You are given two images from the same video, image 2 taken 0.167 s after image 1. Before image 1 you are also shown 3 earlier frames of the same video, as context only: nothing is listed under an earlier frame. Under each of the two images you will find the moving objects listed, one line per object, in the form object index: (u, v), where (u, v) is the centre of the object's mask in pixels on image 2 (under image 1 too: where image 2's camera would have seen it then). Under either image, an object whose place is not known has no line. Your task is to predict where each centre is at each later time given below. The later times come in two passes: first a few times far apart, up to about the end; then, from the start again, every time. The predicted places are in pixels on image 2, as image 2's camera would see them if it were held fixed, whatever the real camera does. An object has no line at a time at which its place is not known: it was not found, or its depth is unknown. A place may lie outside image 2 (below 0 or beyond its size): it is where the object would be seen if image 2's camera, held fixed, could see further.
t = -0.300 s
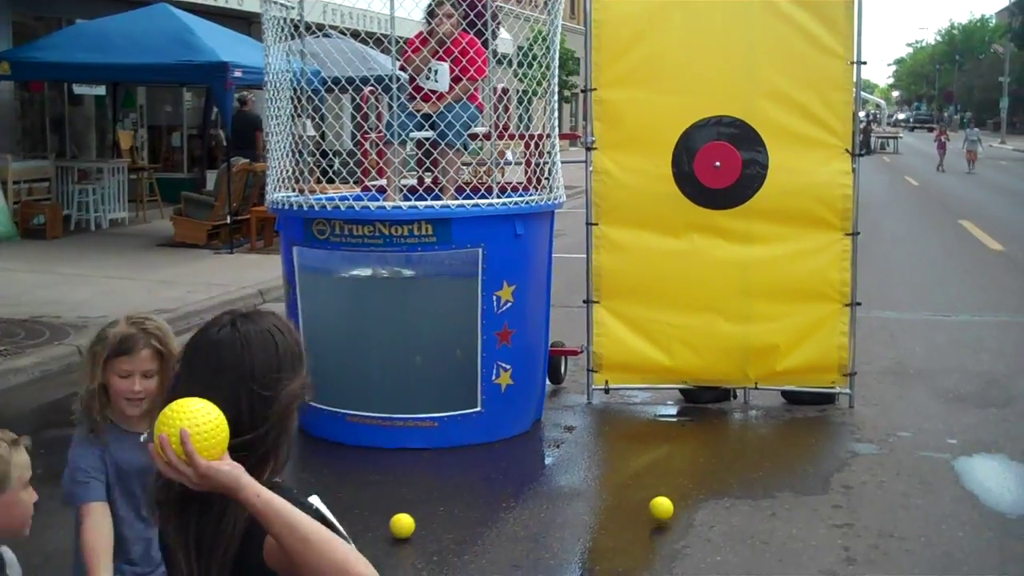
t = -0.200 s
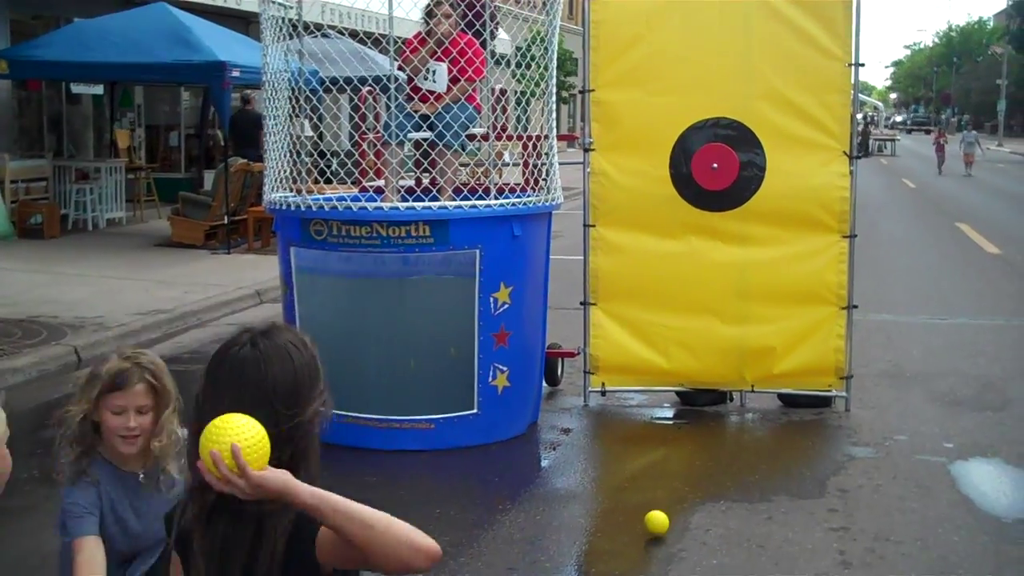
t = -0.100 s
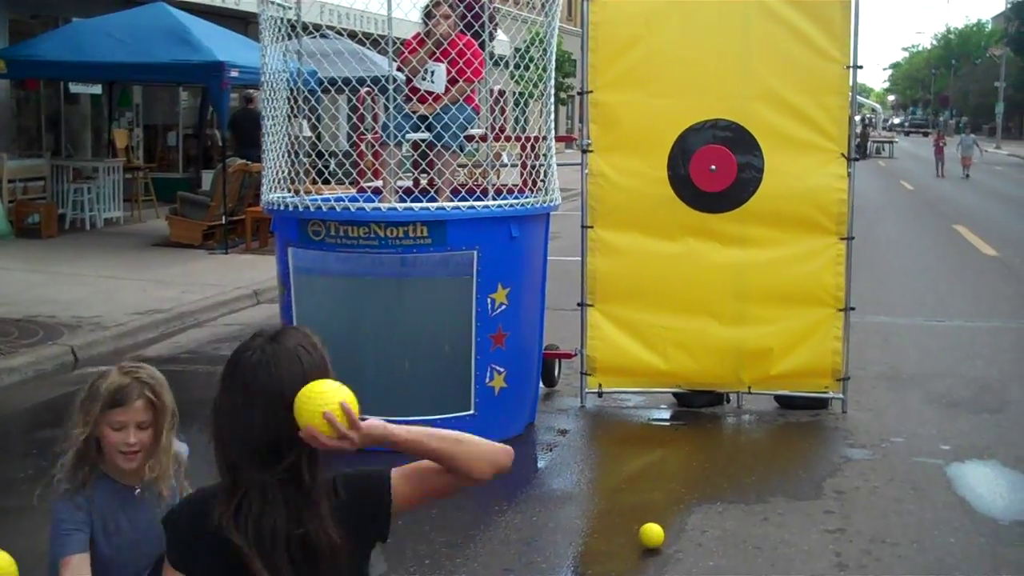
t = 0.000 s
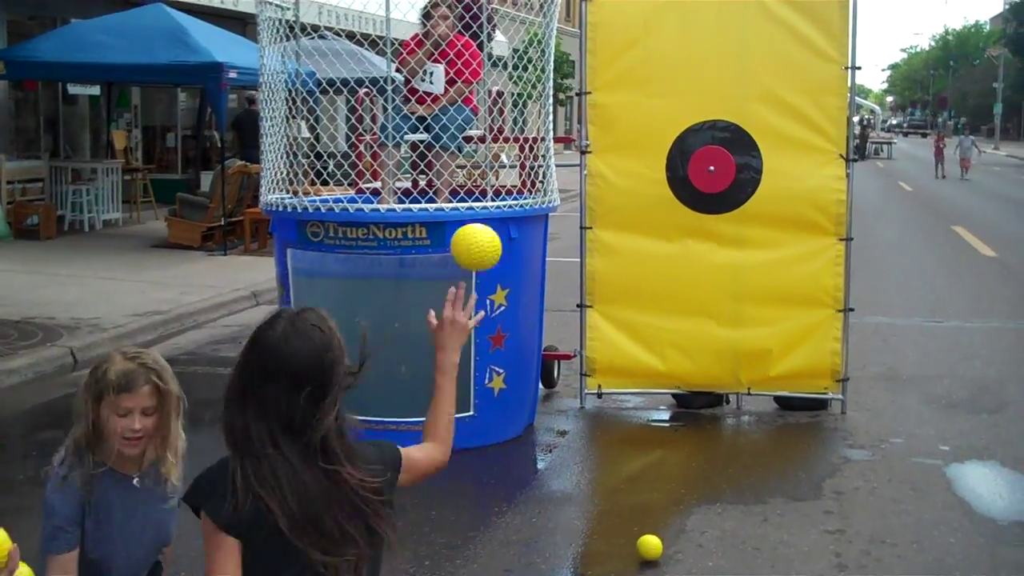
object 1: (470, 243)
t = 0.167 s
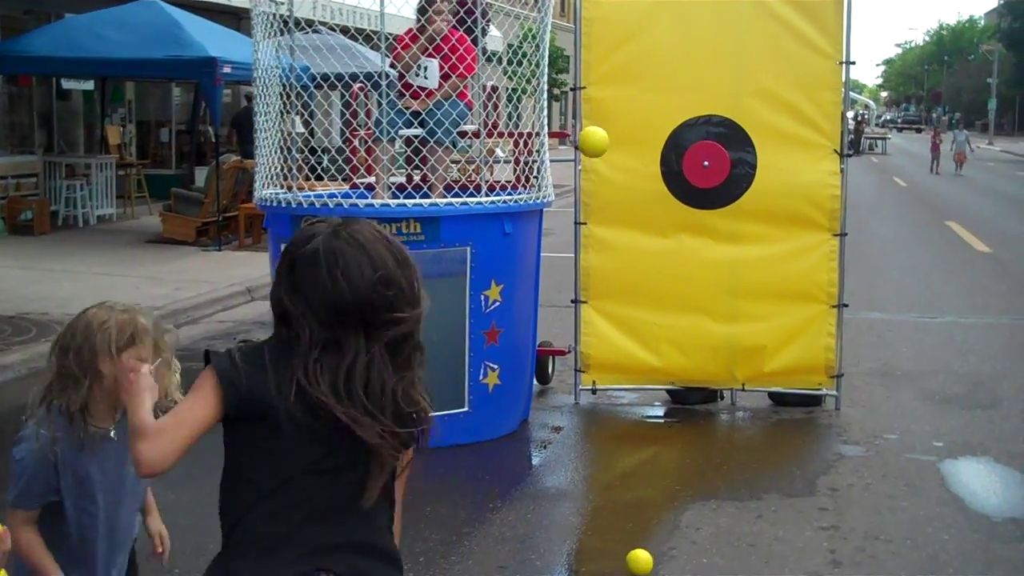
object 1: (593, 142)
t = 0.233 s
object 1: (620, 141)
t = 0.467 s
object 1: (677, 200)
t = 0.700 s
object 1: (680, 334)
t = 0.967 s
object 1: (681, 329)
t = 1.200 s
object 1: (680, 320)
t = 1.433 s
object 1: (675, 416)
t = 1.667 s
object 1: (674, 393)
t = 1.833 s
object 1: (671, 423)
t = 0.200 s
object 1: (608, 139)
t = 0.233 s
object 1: (620, 141)
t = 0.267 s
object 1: (631, 144)
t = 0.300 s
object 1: (641, 150)
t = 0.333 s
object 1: (650, 157)
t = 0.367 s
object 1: (658, 166)
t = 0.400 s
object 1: (665, 176)
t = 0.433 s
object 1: (671, 188)
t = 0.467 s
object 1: (677, 200)
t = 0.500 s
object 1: (680, 216)
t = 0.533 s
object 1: (681, 230)
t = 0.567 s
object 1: (681, 246)
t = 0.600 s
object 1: (681, 264)
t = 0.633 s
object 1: (681, 285)
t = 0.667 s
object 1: (681, 308)
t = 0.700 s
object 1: (680, 334)
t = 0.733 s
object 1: (680, 361)
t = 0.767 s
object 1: (679, 389)
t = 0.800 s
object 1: (679, 392)
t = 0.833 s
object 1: (680, 377)
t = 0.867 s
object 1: (680, 362)
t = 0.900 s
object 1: (681, 349)
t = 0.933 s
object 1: (681, 339)
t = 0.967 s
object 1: (681, 329)
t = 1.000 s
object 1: (681, 322)
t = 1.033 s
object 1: (681, 317)
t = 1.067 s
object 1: (681, 313)
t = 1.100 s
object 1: (681, 311)
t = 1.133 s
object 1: (680, 312)
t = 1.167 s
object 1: (680, 315)
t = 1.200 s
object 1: (680, 320)
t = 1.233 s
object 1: (679, 326)
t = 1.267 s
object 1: (679, 336)
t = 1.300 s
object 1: (679, 347)
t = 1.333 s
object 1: (678, 361)
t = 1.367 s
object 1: (677, 377)
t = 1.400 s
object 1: (677, 395)
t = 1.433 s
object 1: (675, 416)
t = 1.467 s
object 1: (674, 429)
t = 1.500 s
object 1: (674, 417)
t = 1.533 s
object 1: (674, 409)
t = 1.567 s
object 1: (674, 402)
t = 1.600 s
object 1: (675, 397)
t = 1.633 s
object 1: (674, 394)
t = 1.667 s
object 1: (674, 393)
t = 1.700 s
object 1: (674, 394)
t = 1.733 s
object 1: (673, 399)
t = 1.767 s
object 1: (672, 404)
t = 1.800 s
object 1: (672, 412)
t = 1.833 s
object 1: (671, 423)
